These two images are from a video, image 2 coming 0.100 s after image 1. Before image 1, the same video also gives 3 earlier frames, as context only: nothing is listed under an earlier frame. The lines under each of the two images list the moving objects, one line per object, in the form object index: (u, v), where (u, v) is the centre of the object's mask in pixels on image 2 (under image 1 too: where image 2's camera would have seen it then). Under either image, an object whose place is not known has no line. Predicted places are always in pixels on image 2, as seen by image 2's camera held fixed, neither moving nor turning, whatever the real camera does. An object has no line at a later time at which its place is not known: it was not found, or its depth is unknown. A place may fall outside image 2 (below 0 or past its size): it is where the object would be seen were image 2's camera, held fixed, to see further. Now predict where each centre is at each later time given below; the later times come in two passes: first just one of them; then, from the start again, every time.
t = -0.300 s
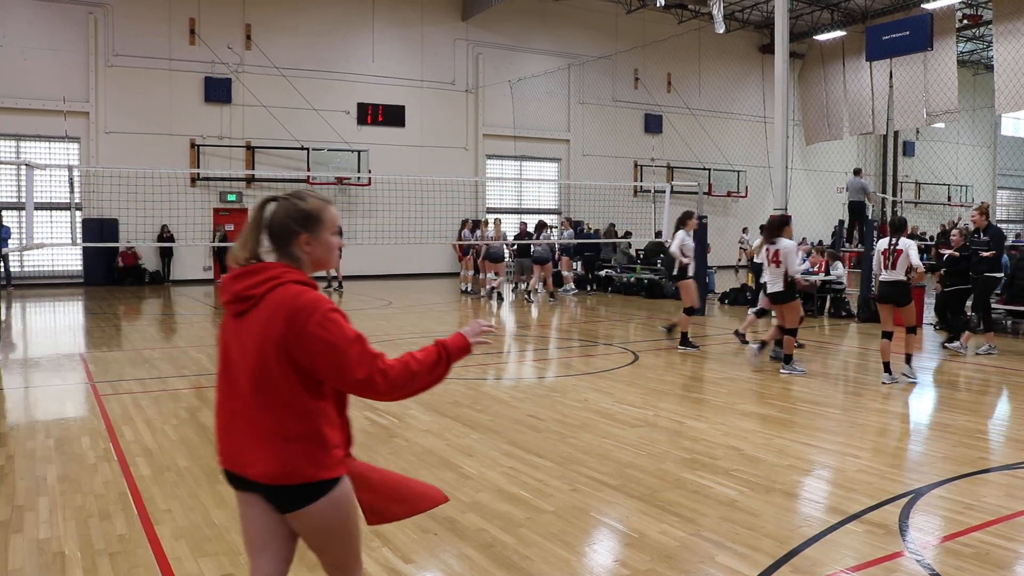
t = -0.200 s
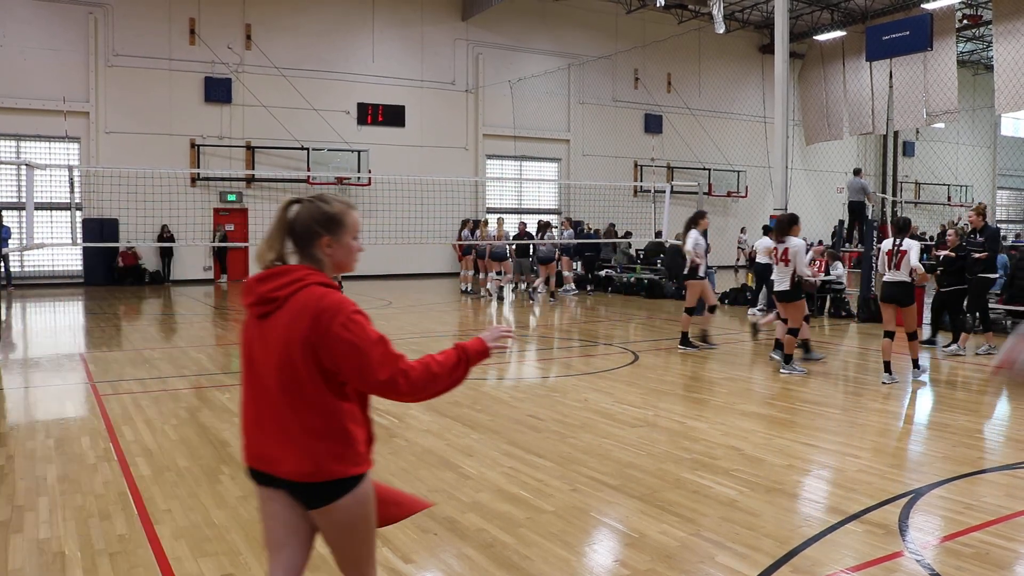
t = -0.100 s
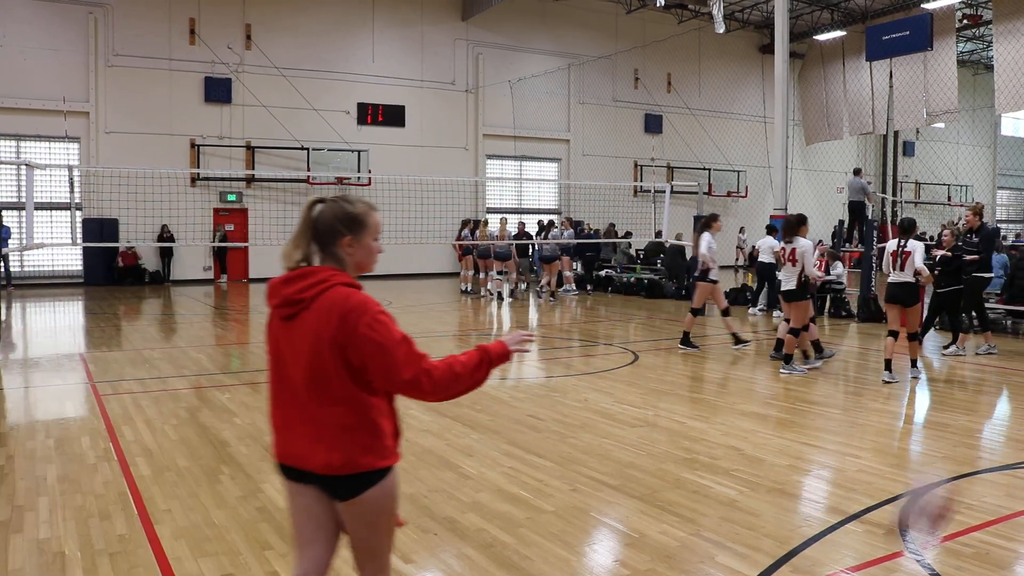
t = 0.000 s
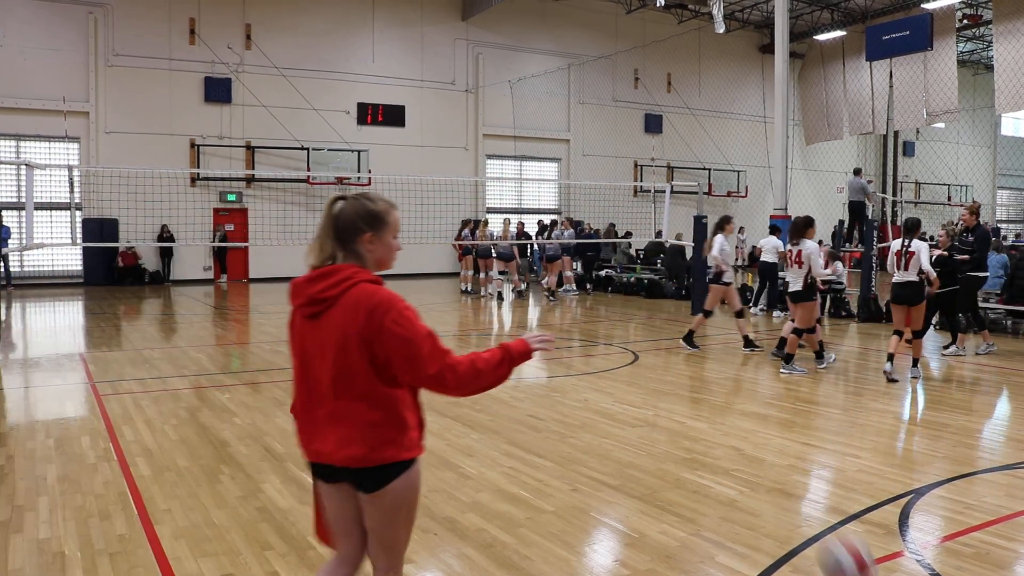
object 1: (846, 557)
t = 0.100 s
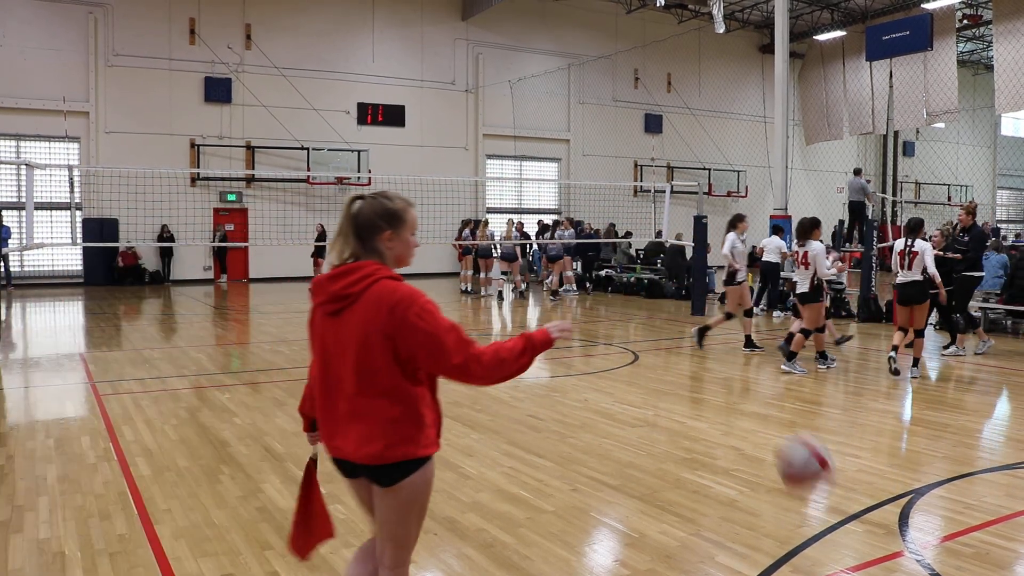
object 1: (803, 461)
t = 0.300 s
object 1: (709, 324)
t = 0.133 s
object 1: (789, 434)
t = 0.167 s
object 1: (775, 408)
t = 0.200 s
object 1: (760, 382)
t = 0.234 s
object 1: (743, 361)
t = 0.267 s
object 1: (725, 340)
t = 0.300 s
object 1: (709, 324)
